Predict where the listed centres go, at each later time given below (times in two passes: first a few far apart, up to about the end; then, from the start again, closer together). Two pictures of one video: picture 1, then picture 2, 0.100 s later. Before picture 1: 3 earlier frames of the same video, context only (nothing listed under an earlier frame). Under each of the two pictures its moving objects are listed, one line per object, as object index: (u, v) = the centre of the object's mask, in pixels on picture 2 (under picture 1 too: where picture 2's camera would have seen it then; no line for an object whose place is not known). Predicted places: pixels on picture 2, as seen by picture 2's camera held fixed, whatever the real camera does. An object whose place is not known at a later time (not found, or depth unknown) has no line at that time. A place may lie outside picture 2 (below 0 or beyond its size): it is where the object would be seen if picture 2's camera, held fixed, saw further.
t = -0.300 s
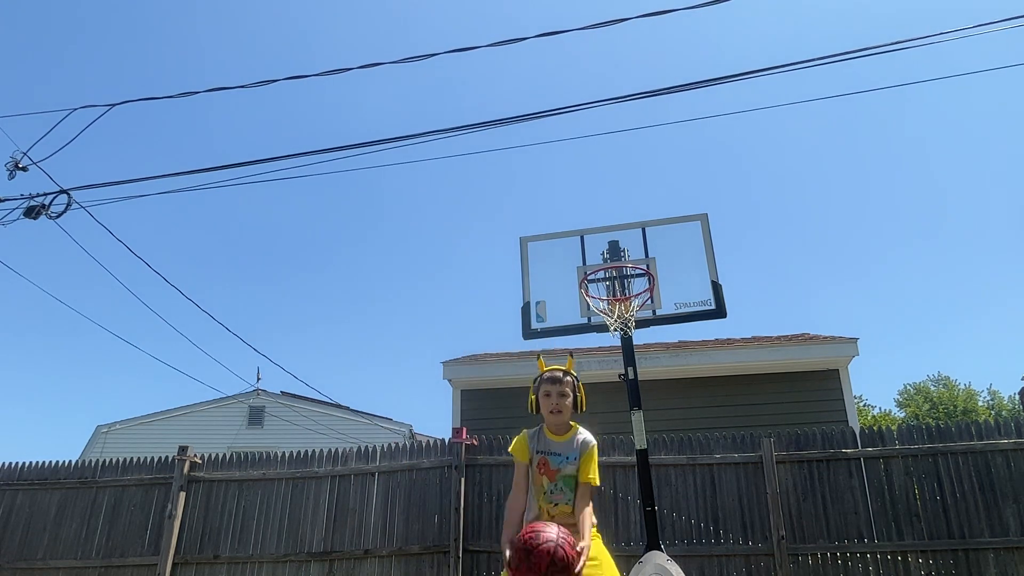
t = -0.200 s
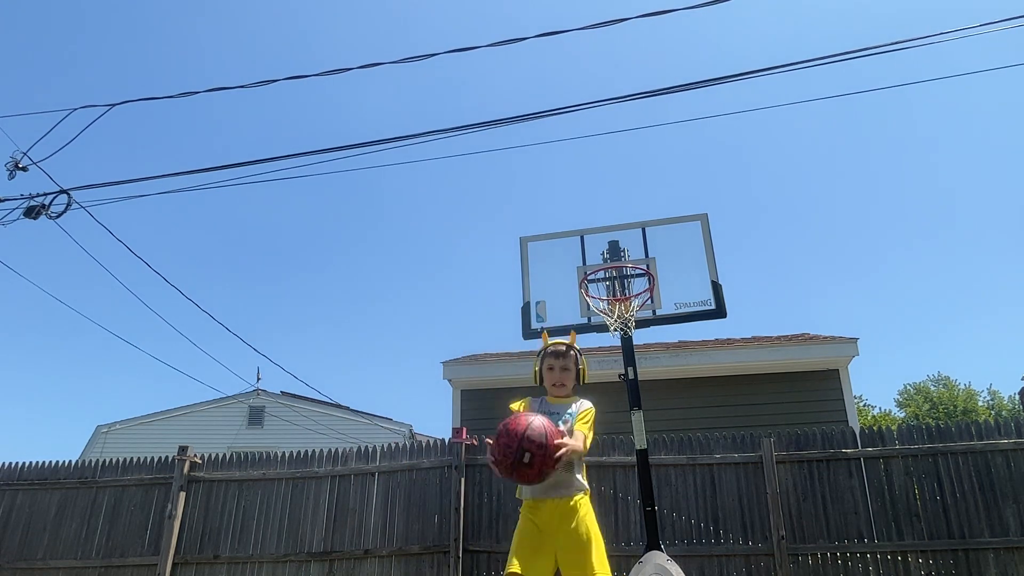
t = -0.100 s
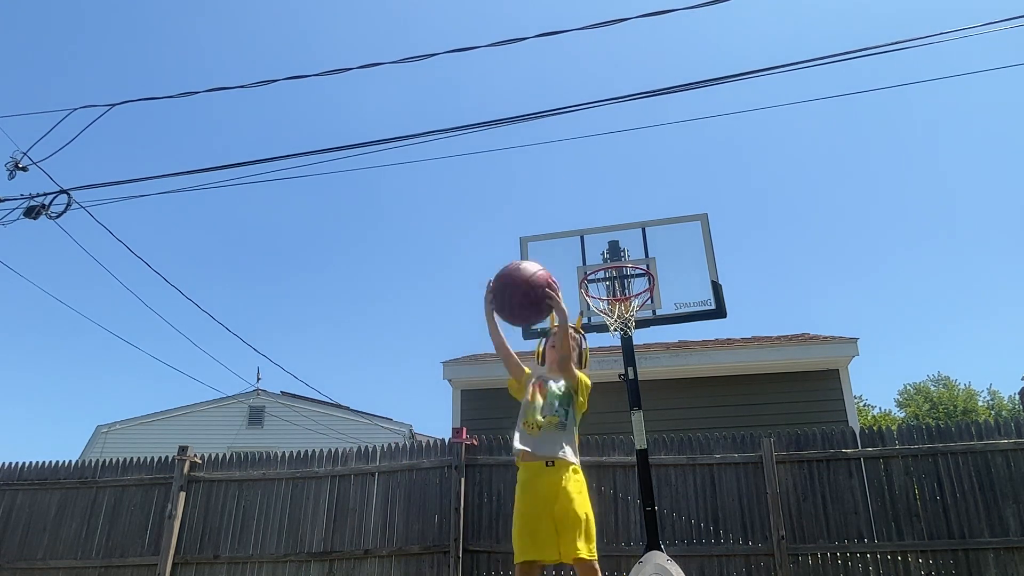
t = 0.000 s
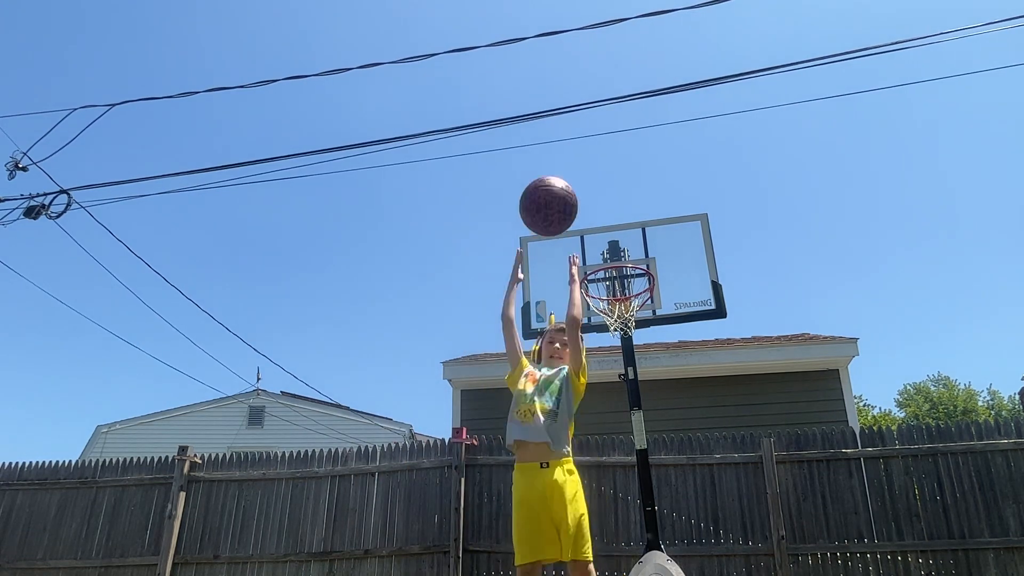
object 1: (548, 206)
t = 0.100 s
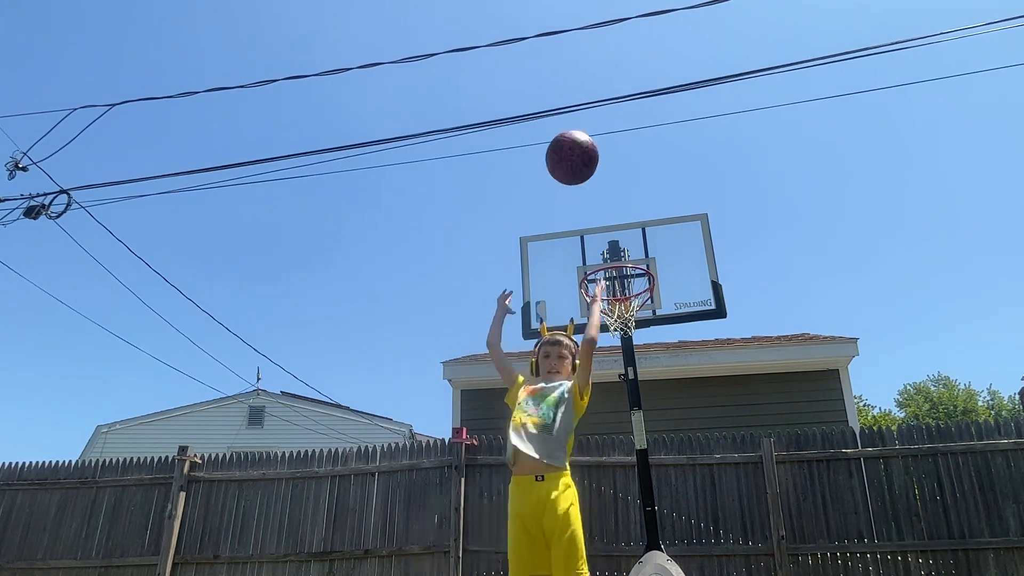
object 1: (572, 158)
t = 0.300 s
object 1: (611, 131)
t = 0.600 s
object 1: (664, 205)
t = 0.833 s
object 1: (707, 340)
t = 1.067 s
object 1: (757, 550)
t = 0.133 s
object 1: (579, 147)
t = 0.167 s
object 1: (586, 140)
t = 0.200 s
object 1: (593, 135)
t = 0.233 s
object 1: (599, 131)
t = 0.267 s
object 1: (605, 130)
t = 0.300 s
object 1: (611, 131)
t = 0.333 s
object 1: (617, 133)
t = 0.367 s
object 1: (623, 137)
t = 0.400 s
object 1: (629, 142)
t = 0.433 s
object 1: (635, 149)
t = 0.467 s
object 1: (641, 158)
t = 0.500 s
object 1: (647, 167)
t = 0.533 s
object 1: (652, 178)
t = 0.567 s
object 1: (658, 191)
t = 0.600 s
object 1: (664, 205)
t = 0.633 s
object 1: (670, 220)
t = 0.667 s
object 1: (676, 236)
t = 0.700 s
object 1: (682, 254)
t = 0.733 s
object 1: (688, 273)
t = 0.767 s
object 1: (694, 294)
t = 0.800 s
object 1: (701, 316)
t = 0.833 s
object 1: (707, 340)
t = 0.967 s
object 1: (734, 450)
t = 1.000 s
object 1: (742, 481)
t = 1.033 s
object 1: (749, 515)
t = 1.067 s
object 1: (757, 550)
